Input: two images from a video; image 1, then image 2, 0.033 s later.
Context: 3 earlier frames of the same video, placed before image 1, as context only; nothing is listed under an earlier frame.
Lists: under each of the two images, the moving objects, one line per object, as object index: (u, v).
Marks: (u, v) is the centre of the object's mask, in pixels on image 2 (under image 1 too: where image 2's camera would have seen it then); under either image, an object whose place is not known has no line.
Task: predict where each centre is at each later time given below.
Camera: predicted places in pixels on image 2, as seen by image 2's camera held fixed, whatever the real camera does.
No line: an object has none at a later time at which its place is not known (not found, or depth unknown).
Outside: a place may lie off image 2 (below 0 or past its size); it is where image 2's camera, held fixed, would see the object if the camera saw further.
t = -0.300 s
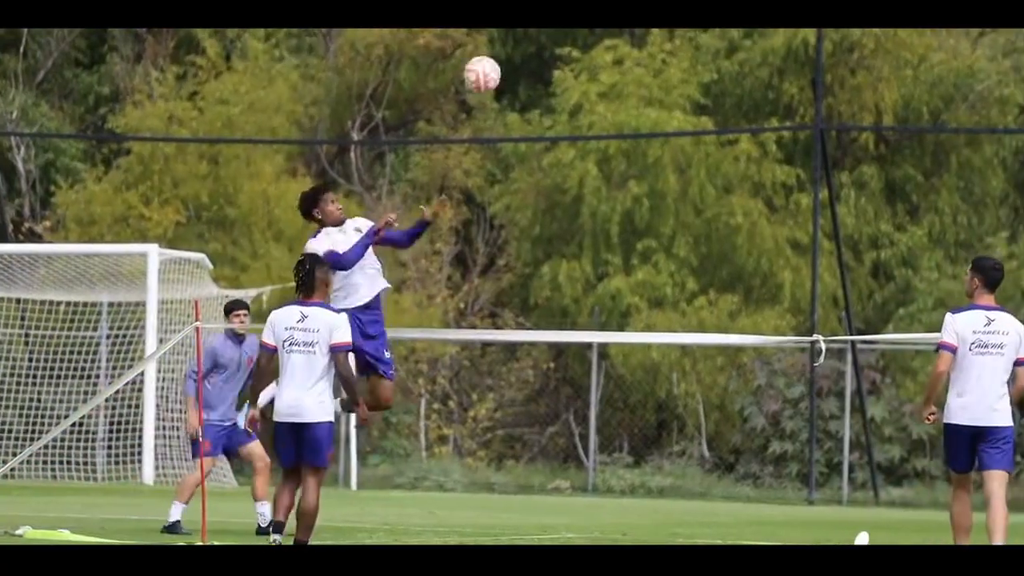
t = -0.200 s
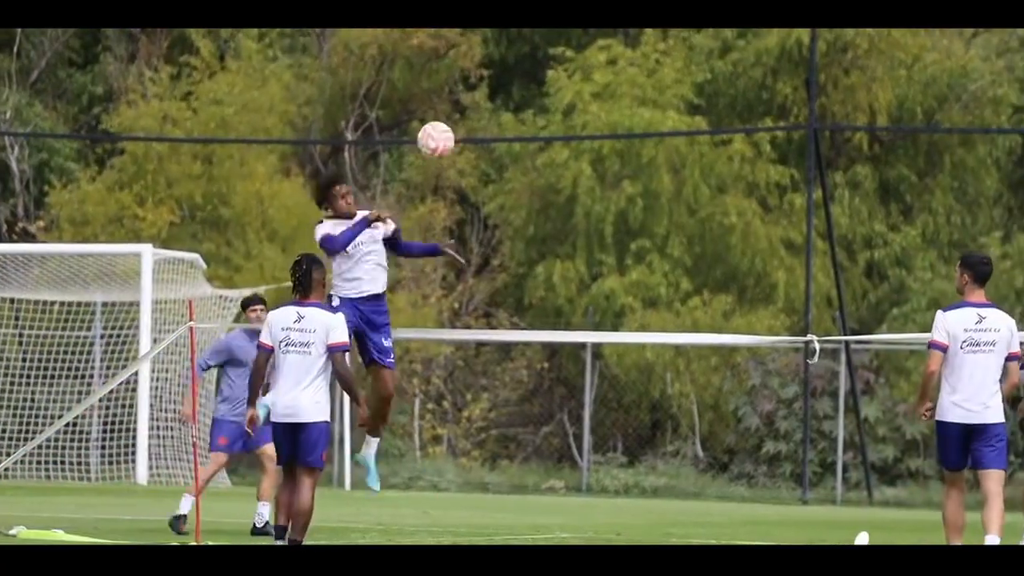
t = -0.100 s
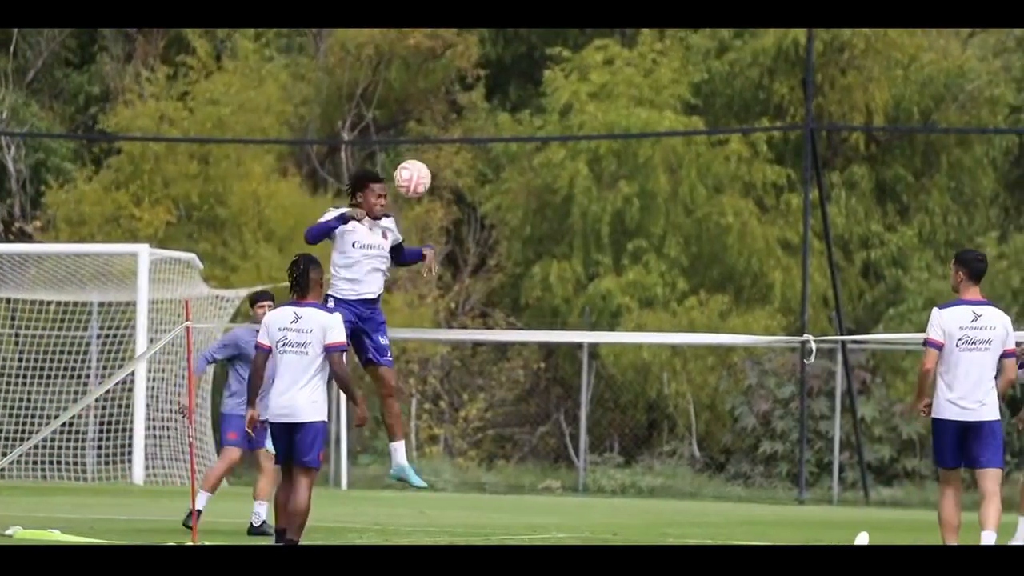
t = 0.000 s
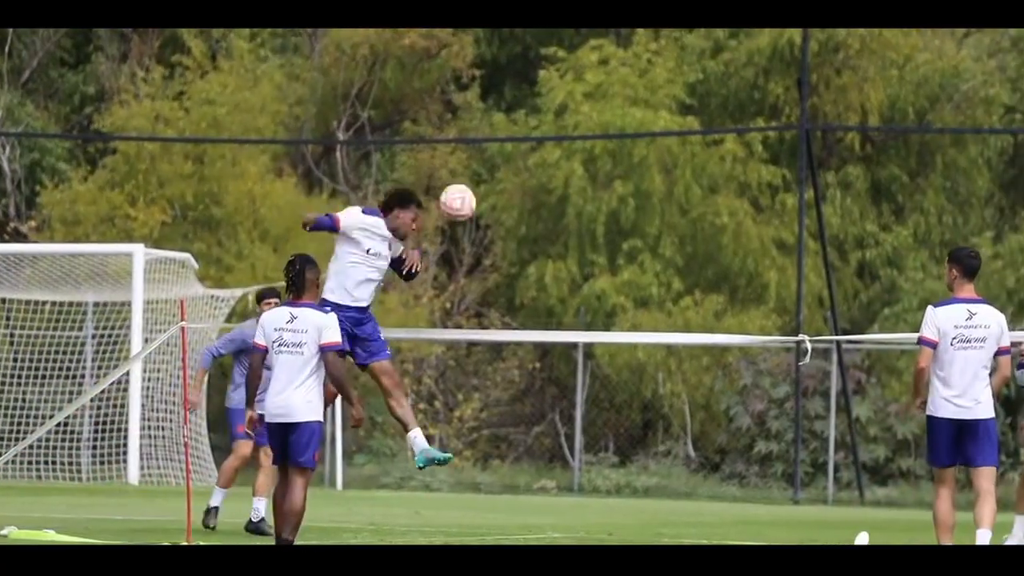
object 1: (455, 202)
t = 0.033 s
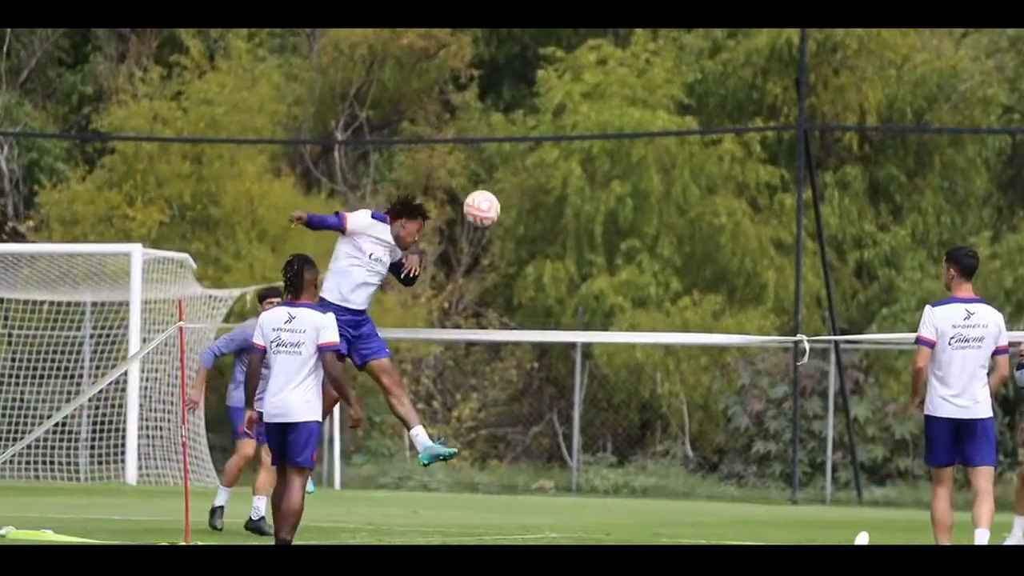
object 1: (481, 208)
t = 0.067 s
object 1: (508, 213)
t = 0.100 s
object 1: (535, 221)
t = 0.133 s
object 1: (560, 229)
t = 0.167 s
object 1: (586, 238)
